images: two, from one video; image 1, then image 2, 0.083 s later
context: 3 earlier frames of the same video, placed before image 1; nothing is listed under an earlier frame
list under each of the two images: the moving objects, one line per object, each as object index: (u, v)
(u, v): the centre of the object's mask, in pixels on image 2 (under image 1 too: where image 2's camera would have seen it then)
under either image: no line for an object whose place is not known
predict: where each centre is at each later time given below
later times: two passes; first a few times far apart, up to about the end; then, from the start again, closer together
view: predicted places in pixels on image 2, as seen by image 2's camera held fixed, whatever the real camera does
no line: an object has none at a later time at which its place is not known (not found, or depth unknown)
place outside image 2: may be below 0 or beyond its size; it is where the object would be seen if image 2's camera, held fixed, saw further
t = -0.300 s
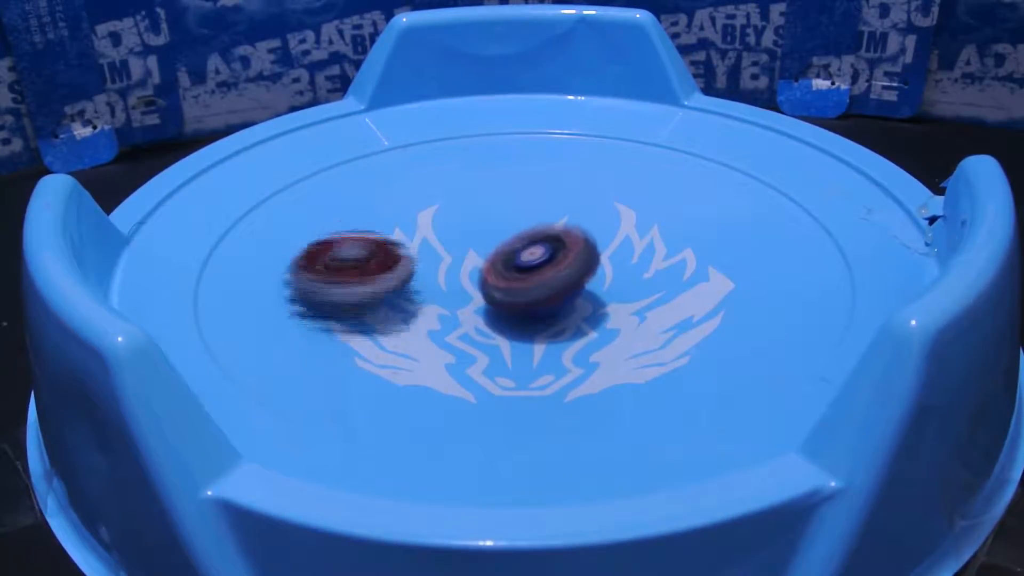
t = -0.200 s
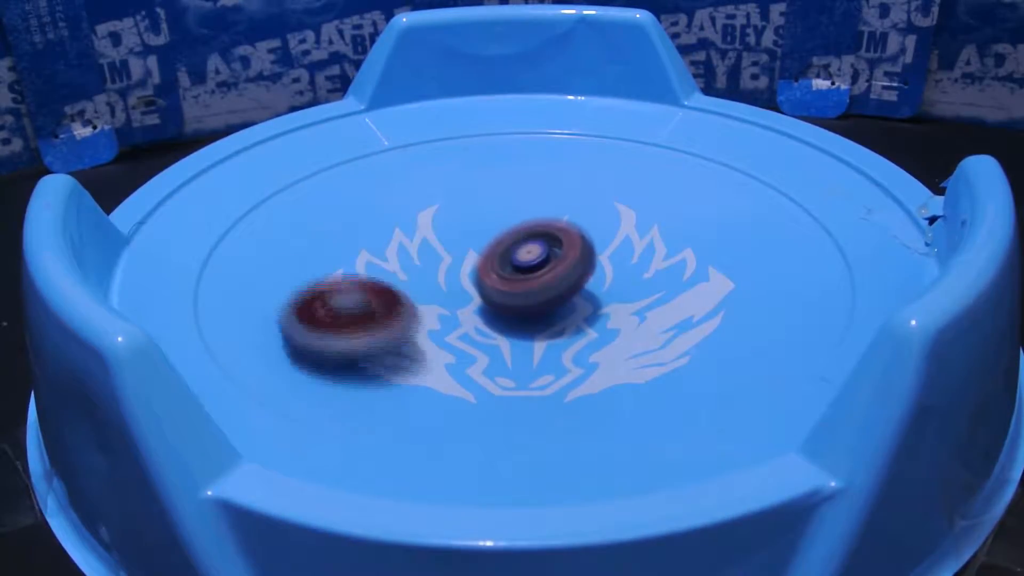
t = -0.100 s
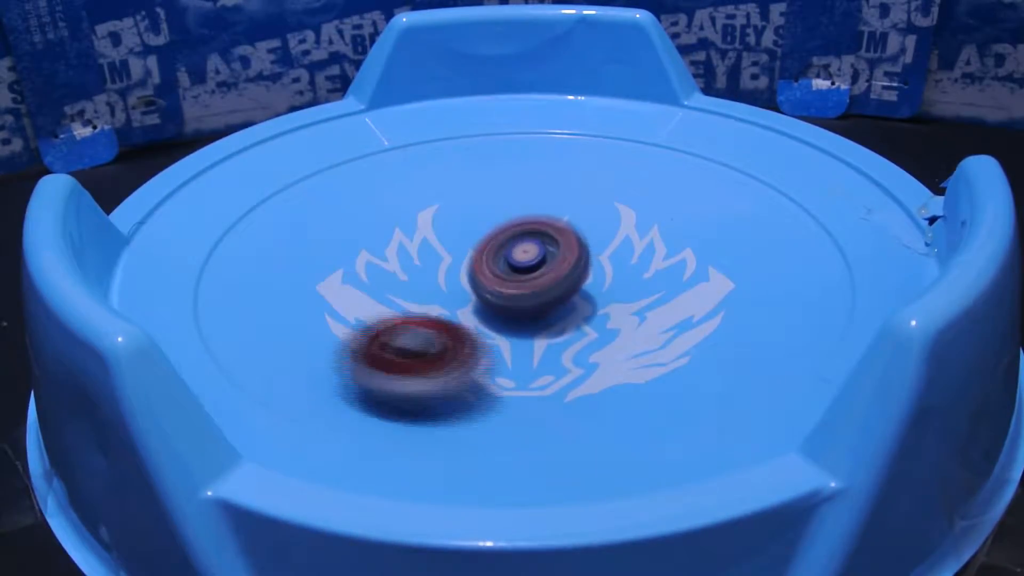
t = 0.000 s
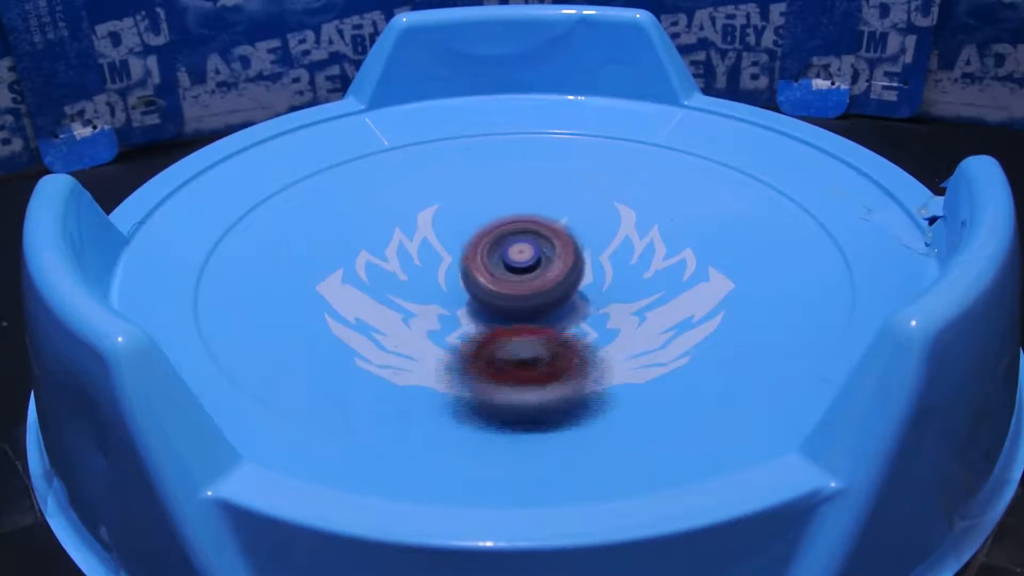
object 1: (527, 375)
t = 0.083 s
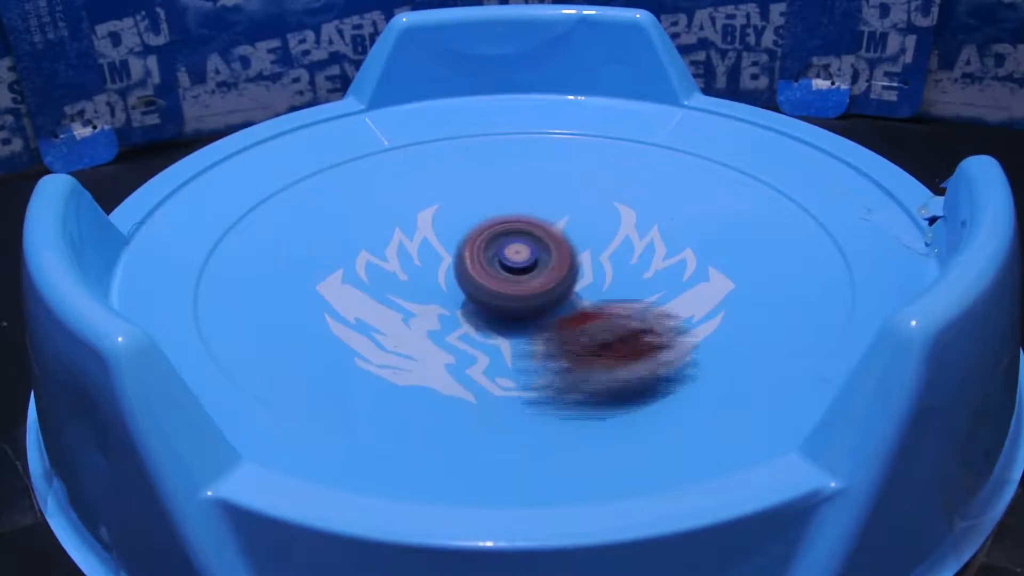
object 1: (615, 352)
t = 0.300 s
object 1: (642, 254)
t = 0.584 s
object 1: (423, 205)
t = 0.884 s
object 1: (368, 326)
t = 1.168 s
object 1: (658, 332)
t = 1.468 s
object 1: (636, 207)
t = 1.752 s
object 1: (518, 195)
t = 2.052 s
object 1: (490, 320)
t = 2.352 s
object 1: (713, 310)
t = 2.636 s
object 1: (569, 244)
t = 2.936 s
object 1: (373, 307)
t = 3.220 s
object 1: (523, 364)
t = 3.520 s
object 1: (546, 256)
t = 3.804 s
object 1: (368, 222)
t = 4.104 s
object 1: (441, 323)
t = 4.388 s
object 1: (607, 256)
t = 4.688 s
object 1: (466, 199)
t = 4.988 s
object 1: (508, 308)
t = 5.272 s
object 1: (690, 276)
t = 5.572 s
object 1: (541, 237)
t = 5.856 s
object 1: (441, 327)
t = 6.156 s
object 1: (610, 346)
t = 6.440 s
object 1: (541, 255)
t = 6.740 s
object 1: (306, 257)
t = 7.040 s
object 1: (433, 341)
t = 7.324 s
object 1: (601, 272)
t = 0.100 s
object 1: (625, 349)
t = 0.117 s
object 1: (640, 335)
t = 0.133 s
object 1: (644, 335)
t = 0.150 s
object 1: (653, 320)
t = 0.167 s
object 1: (656, 320)
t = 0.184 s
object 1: (661, 305)
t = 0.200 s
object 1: (662, 304)
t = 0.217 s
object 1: (661, 289)
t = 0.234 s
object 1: (660, 288)
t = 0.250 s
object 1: (657, 276)
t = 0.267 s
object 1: (653, 267)
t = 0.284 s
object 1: (644, 260)
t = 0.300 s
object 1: (642, 254)
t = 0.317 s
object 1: (632, 248)
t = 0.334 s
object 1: (625, 241)
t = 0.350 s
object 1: (614, 232)
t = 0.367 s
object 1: (604, 228)
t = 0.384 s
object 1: (594, 221)
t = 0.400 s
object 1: (581, 218)
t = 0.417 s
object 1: (570, 214)
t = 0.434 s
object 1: (556, 209)
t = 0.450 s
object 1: (539, 206)
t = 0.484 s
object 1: (510, 205)
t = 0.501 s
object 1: (498, 202)
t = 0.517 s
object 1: (481, 200)
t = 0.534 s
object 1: (467, 202)
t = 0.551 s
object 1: (451, 201)
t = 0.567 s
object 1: (436, 203)
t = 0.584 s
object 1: (423, 205)
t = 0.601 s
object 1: (411, 208)
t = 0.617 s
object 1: (399, 211)
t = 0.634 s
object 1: (386, 216)
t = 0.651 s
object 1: (376, 219)
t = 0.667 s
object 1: (364, 226)
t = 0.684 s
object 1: (354, 232)
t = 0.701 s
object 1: (346, 239)
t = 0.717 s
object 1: (341, 245)
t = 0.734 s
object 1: (334, 253)
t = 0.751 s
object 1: (331, 264)
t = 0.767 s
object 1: (327, 271)
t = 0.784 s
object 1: (329, 280)
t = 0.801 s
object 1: (330, 292)
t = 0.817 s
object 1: (334, 296)
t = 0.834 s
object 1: (340, 308)
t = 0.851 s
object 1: (346, 312)
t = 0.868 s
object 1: (359, 324)
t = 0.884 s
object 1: (368, 326)
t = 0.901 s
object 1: (385, 336)
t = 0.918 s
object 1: (393, 339)
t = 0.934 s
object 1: (418, 347)
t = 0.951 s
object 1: (427, 347)
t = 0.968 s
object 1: (455, 351)
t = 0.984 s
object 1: (467, 353)
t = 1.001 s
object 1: (491, 353)
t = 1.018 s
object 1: (510, 351)
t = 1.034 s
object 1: (532, 348)
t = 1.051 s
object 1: (545, 347)
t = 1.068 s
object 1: (571, 351)
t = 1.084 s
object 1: (591, 350)
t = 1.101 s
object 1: (605, 350)
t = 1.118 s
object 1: (623, 345)
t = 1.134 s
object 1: (634, 343)
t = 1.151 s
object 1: (649, 336)
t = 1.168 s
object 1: (658, 332)
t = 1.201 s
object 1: (680, 319)
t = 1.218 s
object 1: (689, 309)
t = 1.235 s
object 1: (696, 304)
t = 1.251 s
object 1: (701, 295)
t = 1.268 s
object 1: (704, 289)
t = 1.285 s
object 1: (705, 279)
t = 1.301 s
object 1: (706, 275)
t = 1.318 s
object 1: (703, 265)
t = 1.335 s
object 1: (702, 261)
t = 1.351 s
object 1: (696, 250)
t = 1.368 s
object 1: (692, 246)
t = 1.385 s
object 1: (683, 237)
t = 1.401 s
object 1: (677, 235)
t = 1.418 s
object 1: (667, 227)
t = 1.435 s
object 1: (658, 215)
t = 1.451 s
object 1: (647, 210)
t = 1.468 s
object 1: (636, 207)
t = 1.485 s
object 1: (627, 206)
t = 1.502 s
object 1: (625, 200)
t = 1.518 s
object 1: (628, 194)
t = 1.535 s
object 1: (630, 191)
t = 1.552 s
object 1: (629, 189)
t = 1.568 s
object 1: (628, 186)
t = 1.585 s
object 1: (623, 183)
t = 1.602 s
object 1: (617, 183)
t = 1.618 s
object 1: (609, 182)
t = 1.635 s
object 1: (600, 179)
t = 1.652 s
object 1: (589, 180)
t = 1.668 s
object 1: (578, 182)
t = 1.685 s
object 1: (567, 182)
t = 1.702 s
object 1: (552, 185)
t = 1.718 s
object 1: (540, 187)
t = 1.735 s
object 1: (528, 190)
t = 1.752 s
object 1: (518, 195)
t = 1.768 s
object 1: (506, 202)
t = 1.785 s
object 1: (499, 206)
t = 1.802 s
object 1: (488, 212)
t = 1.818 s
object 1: (481, 219)
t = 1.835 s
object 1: (474, 229)
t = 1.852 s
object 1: (469, 235)
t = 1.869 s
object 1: (463, 243)
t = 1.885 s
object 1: (462, 250)
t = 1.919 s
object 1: (459, 265)
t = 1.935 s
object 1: (457, 274)
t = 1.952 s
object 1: (461, 282)
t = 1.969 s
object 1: (461, 290)
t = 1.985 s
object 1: (466, 295)
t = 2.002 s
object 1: (471, 304)
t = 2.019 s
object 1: (478, 310)
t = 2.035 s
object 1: (484, 316)
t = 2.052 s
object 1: (490, 320)
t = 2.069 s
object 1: (501, 326)
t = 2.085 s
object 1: (513, 332)
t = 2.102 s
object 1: (523, 335)
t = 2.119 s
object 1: (536, 335)
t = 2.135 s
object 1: (549, 345)
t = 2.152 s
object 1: (566, 345)
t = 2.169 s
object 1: (579, 349)
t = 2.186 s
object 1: (597, 347)
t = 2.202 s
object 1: (608, 348)
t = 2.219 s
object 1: (624, 344)
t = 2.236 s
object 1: (635, 345)
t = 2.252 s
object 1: (652, 341)
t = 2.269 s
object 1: (665, 339)
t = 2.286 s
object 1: (680, 332)
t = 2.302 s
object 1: (688, 326)
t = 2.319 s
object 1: (698, 319)
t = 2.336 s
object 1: (707, 318)
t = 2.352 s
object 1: (713, 310)
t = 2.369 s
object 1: (716, 306)
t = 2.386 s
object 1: (716, 294)
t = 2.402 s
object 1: (719, 292)
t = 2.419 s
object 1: (714, 281)
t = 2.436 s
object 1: (711, 275)
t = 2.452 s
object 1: (704, 266)
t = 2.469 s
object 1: (695, 261)
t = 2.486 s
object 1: (685, 255)
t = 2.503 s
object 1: (675, 254)
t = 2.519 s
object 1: (662, 250)
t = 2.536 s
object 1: (651, 246)
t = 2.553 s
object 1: (639, 246)
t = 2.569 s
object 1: (624, 244)
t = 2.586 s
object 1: (607, 244)
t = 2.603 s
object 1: (598, 244)
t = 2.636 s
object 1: (569, 244)
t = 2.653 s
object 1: (551, 244)
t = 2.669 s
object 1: (537, 246)
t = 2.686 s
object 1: (522, 248)
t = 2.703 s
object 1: (511, 249)
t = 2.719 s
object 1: (499, 251)
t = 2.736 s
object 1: (485, 255)
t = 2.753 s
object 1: (473, 257)
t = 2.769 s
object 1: (461, 261)
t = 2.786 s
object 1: (451, 264)
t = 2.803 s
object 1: (438, 265)
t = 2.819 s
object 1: (428, 270)
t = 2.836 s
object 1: (418, 275)
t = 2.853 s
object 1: (408, 280)
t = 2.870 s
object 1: (400, 281)
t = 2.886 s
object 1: (389, 289)
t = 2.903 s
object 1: (383, 293)
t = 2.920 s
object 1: (378, 300)
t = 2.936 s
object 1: (373, 307)
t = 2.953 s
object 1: (370, 313)
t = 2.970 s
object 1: (366, 315)
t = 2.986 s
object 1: (368, 328)
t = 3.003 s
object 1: (365, 328)
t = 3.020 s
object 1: (370, 339)
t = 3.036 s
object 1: (376, 349)
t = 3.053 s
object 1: (379, 351)
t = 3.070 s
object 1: (388, 355)
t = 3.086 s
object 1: (396, 361)
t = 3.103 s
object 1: (410, 362)
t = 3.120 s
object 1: (422, 366)
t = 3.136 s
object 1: (439, 369)
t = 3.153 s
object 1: (453, 372)
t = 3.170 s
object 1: (473, 374)
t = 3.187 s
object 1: (491, 371)
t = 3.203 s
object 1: (509, 371)
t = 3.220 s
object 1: (523, 364)
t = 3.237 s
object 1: (536, 363)
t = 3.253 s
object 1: (550, 355)
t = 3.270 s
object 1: (561, 353)
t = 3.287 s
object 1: (569, 346)
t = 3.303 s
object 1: (575, 341)
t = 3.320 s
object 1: (580, 330)
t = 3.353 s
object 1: (586, 317)
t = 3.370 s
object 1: (587, 313)
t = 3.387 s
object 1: (585, 304)
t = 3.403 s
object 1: (584, 300)
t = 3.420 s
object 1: (581, 293)
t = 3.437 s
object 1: (577, 289)
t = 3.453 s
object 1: (572, 279)
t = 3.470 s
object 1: (568, 275)
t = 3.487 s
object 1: (560, 266)
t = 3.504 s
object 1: (555, 264)
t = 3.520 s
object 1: (546, 256)
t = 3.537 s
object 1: (538, 254)
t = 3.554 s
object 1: (529, 247)
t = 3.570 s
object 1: (522, 236)
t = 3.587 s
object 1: (510, 240)
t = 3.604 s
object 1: (502, 234)
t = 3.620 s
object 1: (490, 228)
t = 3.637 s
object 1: (480, 223)
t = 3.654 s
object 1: (470, 220)
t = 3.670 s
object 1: (459, 219)
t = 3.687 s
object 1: (446, 216)
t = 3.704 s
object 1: (434, 216)
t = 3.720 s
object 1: (422, 214)
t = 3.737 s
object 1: (411, 214)
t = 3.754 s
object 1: (400, 215)
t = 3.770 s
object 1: (389, 213)
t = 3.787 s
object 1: (378, 217)
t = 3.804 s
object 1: (368, 222)
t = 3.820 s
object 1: (359, 225)
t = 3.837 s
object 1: (351, 227)
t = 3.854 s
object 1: (345, 233)
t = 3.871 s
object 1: (340, 237)
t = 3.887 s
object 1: (336, 244)
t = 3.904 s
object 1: (332, 251)
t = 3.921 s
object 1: (333, 259)
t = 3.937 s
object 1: (333, 268)
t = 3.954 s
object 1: (337, 276)
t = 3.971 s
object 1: (345, 287)
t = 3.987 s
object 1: (348, 289)
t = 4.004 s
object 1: (361, 300)
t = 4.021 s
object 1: (369, 303)
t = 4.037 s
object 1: (383, 311)
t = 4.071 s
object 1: (412, 319)
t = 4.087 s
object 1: (424, 319)
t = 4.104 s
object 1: (441, 323)
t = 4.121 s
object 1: (453, 322)
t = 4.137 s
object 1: (472, 324)
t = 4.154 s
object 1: (486, 322)
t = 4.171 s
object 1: (502, 323)
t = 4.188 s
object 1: (511, 320)
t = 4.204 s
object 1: (529, 318)
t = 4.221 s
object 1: (537, 312)
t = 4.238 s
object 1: (555, 311)
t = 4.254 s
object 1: (562, 305)
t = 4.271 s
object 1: (570, 301)
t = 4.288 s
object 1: (578, 294)
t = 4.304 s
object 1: (585, 289)
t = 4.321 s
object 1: (592, 281)
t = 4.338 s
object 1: (598, 277)
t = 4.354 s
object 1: (602, 269)
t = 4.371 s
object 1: (605, 264)
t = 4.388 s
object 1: (607, 256)
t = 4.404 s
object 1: (608, 252)
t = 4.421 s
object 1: (604, 238)
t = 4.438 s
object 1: (598, 236)
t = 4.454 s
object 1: (591, 227)
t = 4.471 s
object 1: (584, 223)
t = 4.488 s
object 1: (574, 215)
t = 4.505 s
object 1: (570, 212)
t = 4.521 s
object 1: (562, 207)
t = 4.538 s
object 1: (556, 205)
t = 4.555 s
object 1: (545, 201)
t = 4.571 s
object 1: (537, 195)
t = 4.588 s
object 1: (525, 191)
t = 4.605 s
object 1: (517, 192)
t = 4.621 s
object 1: (506, 192)
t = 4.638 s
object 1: (496, 192)
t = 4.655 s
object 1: (485, 193)
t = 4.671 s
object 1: (475, 196)
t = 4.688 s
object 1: (466, 199)
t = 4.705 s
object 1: (457, 205)
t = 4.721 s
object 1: (450, 210)
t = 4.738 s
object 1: (444, 214)
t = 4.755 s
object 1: (440, 222)
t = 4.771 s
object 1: (436, 228)
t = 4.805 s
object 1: (433, 247)
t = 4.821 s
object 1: (435, 253)
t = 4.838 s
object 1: (436, 261)
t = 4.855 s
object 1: (438, 266)
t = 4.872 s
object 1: (445, 277)
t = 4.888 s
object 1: (449, 280)
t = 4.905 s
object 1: (457, 289)
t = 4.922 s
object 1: (466, 290)
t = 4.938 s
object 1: (476, 300)
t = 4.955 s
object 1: (485, 302)
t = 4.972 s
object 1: (497, 307)
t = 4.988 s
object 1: (508, 308)
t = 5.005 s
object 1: (520, 313)
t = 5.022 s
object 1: (531, 313)
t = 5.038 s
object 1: (544, 317)
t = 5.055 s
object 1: (558, 317)
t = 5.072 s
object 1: (572, 319)
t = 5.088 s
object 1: (586, 317)
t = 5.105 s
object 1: (599, 317)
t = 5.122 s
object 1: (612, 314)
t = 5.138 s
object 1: (623, 313)
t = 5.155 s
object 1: (637, 308)
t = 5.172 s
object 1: (646, 307)
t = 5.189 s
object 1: (658, 302)
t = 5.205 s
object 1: (666, 299)
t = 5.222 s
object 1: (676, 291)
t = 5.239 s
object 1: (682, 287)
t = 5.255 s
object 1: (688, 279)
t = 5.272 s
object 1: (690, 276)
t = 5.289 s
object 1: (692, 269)
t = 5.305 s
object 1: (693, 266)
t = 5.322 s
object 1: (691, 258)
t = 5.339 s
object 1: (689, 254)
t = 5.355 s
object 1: (683, 247)
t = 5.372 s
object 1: (678, 244)
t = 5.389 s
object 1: (668, 240)
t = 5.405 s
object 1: (660, 239)
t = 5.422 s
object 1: (649, 236)
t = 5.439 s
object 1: (639, 235)
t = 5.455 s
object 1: (628, 233)
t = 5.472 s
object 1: (615, 223)
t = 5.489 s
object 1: (604, 226)
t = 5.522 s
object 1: (578, 229)
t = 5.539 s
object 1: (565, 231)
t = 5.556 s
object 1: (554, 234)
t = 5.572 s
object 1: (541, 237)
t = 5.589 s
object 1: (532, 239)
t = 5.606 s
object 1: (520, 245)
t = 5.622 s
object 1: (512, 249)
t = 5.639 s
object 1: (500, 253)
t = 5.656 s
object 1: (493, 258)
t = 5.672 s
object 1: (481, 264)
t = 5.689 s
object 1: (475, 266)
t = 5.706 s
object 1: (467, 273)
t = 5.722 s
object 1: (462, 277)
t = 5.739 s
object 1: (453, 288)
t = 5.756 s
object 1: (450, 290)
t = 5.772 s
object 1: (445, 300)
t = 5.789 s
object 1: (444, 305)
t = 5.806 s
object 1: (443, 314)
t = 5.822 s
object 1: (441, 316)
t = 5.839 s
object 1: (438, 319)
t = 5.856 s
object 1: (441, 327)
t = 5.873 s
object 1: (440, 331)
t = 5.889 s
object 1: (445, 337)
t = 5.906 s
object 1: (448, 341)
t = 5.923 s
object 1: (455, 349)
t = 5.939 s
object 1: (464, 355)
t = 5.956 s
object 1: (470, 357)
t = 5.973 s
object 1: (481, 362)
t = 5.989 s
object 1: (491, 364)
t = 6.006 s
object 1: (506, 367)
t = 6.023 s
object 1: (514, 367)
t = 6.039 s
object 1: (531, 369)
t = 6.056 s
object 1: (546, 367)
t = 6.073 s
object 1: (560, 367)
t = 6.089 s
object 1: (572, 362)
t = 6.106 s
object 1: (583, 361)
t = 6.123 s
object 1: (594, 355)
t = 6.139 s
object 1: (604, 353)
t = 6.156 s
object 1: (610, 346)
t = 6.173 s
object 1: (617, 343)
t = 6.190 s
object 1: (622, 331)
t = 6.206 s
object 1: (627, 325)
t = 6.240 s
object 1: (627, 313)
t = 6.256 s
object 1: (622, 307)
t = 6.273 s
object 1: (620, 301)
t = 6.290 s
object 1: (613, 295)
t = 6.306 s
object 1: (610, 290)
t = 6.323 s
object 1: (603, 284)
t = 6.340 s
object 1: (597, 280)
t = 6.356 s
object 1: (589, 275)
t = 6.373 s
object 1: (579, 270)
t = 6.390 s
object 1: (570, 266)
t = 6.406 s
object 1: (561, 260)
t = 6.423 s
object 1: (551, 258)
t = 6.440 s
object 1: (541, 255)
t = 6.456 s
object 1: (531, 253)
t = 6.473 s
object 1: (520, 248)
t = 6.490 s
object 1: (508, 247)
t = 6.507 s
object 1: (498, 247)
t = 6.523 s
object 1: (483, 242)
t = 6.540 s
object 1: (468, 242)
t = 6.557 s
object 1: (446, 240)
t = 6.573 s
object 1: (426, 241)
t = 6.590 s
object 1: (404, 240)
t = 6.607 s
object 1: (387, 240)
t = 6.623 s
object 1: (371, 241)
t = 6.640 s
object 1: (357, 242)
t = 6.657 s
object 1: (345, 243)
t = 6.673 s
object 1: (336, 242)
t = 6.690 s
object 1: (325, 247)
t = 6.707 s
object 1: (318, 251)
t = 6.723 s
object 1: (311, 254)
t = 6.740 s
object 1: (306, 257)
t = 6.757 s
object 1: (301, 262)
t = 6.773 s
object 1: (297, 266)
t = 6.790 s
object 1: (295, 274)
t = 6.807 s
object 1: (292, 280)
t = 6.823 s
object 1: (293, 285)
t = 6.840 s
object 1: (295, 292)
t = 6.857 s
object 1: (299, 297)
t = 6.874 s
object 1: (306, 304)
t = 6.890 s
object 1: (310, 309)
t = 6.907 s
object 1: (322, 315)
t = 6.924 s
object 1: (328, 322)
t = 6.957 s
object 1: (360, 331)
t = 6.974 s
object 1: (375, 335)
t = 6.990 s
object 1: (387, 337)
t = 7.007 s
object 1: (407, 341)
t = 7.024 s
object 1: (416, 339)
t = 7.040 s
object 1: (433, 341)
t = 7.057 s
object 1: (450, 339)
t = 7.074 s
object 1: (464, 339)
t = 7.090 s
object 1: (478, 333)
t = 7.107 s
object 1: (489, 335)
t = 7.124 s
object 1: (503, 330)
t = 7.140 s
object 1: (513, 329)
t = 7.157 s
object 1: (522, 324)
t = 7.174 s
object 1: (534, 322)
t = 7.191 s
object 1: (543, 315)
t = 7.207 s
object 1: (554, 313)
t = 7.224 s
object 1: (565, 305)
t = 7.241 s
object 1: (571, 303)
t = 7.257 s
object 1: (579, 295)
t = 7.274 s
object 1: (585, 292)
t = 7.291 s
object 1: (592, 283)
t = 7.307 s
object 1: (596, 281)
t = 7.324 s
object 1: (601, 272)
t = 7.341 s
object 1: (604, 270)
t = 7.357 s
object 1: (608, 259)
